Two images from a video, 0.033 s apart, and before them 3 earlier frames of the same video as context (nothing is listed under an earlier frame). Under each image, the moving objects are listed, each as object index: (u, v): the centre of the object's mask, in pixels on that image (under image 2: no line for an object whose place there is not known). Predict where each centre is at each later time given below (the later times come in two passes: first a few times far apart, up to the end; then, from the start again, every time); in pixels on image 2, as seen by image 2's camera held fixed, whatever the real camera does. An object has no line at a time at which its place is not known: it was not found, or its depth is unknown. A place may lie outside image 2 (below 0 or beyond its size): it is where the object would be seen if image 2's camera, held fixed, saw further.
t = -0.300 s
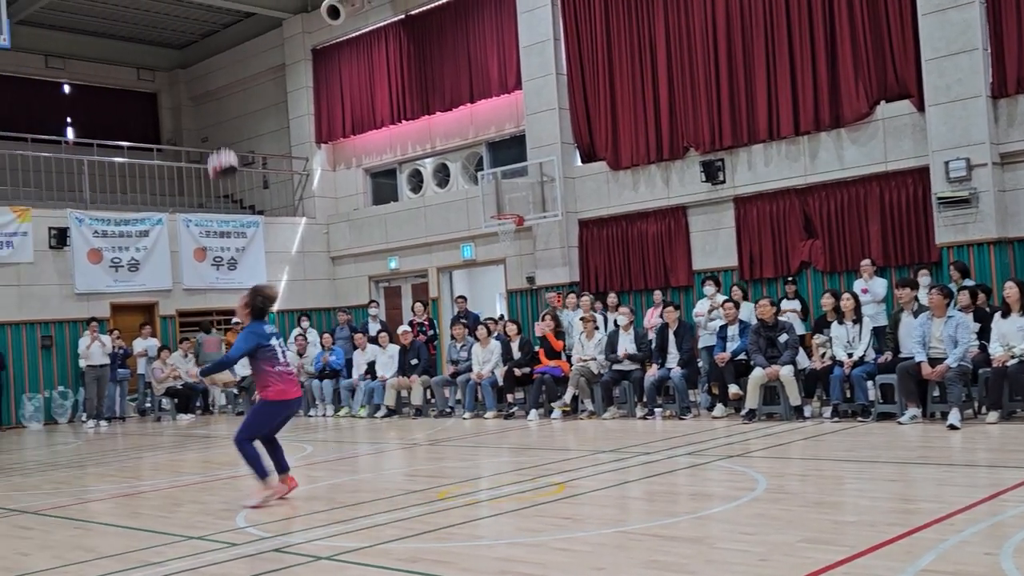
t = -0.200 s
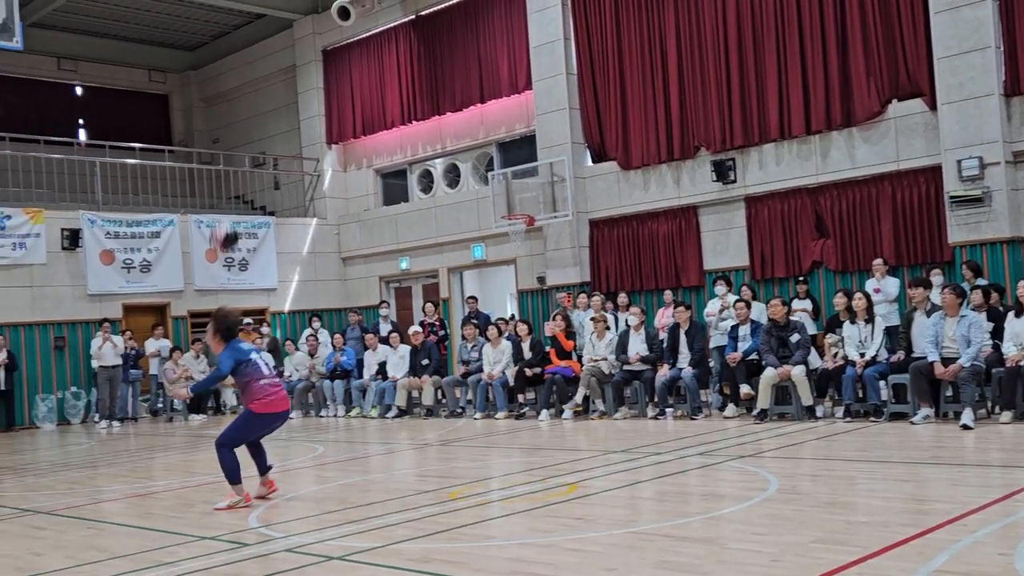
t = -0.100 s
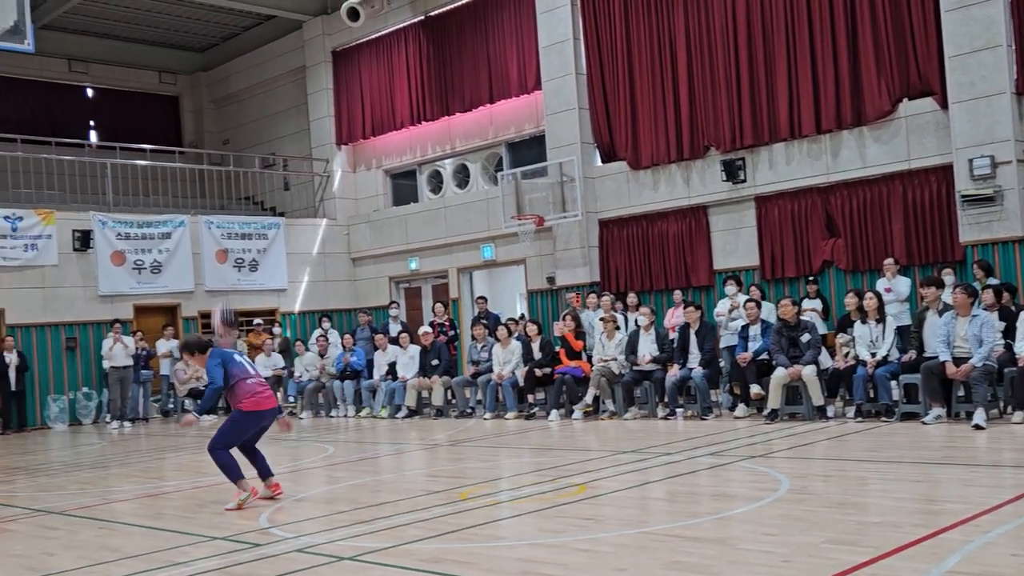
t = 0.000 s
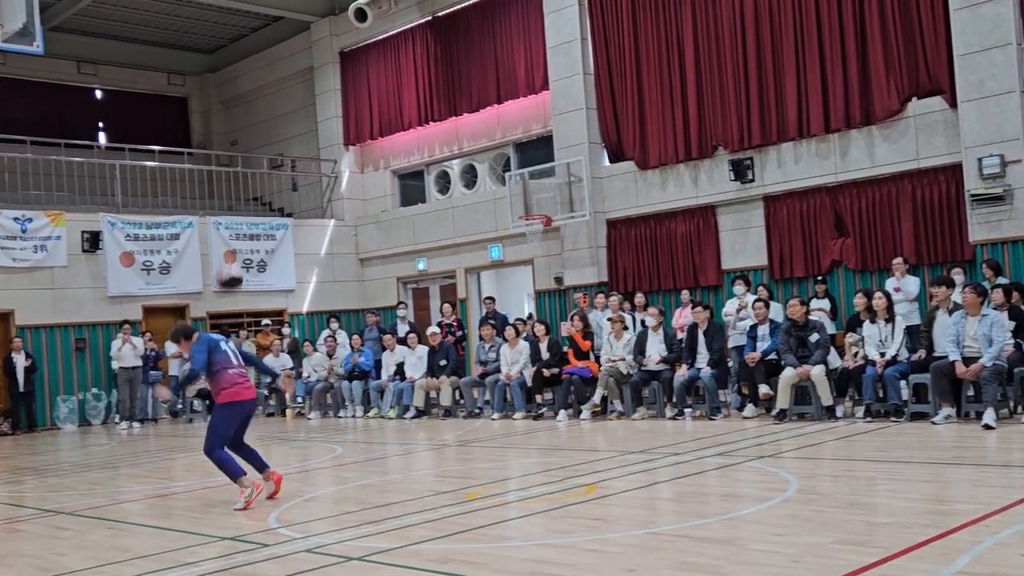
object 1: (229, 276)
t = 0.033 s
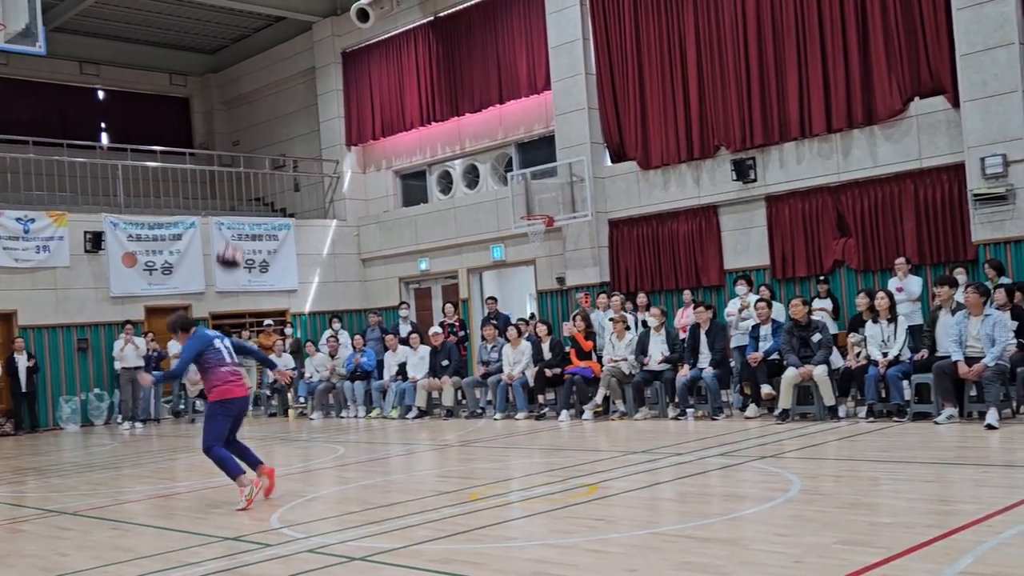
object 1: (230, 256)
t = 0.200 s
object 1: (227, 167)
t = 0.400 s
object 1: (228, 114)
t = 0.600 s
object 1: (233, 108)
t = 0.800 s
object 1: (239, 150)
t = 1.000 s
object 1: (251, 239)
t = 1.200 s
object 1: (263, 377)
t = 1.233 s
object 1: (263, 402)
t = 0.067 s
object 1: (229, 236)
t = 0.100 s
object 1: (228, 216)
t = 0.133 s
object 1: (228, 199)
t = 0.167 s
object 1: (227, 182)
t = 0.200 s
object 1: (227, 167)
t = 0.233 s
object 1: (228, 156)
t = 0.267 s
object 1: (227, 146)
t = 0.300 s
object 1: (227, 135)
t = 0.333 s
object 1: (228, 126)
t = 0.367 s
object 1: (228, 119)
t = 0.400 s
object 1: (228, 114)
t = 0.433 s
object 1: (229, 110)
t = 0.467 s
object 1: (229, 107)
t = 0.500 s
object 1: (230, 105)
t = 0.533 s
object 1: (231, 104)
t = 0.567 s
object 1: (232, 105)
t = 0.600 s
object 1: (233, 108)
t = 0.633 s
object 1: (234, 112)
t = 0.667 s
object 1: (235, 116)
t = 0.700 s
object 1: (236, 122)
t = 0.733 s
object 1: (237, 130)
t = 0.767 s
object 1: (238, 140)
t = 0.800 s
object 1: (239, 150)
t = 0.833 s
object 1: (241, 160)
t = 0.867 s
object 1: (244, 173)
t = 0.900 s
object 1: (245, 189)
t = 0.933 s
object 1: (246, 203)
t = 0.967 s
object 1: (249, 220)
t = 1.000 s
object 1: (251, 239)
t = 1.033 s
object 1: (252, 260)
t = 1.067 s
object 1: (253, 280)
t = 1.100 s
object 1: (256, 303)
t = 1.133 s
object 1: (259, 325)
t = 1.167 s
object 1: (260, 348)
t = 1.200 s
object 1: (263, 377)
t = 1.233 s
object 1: (263, 402)
